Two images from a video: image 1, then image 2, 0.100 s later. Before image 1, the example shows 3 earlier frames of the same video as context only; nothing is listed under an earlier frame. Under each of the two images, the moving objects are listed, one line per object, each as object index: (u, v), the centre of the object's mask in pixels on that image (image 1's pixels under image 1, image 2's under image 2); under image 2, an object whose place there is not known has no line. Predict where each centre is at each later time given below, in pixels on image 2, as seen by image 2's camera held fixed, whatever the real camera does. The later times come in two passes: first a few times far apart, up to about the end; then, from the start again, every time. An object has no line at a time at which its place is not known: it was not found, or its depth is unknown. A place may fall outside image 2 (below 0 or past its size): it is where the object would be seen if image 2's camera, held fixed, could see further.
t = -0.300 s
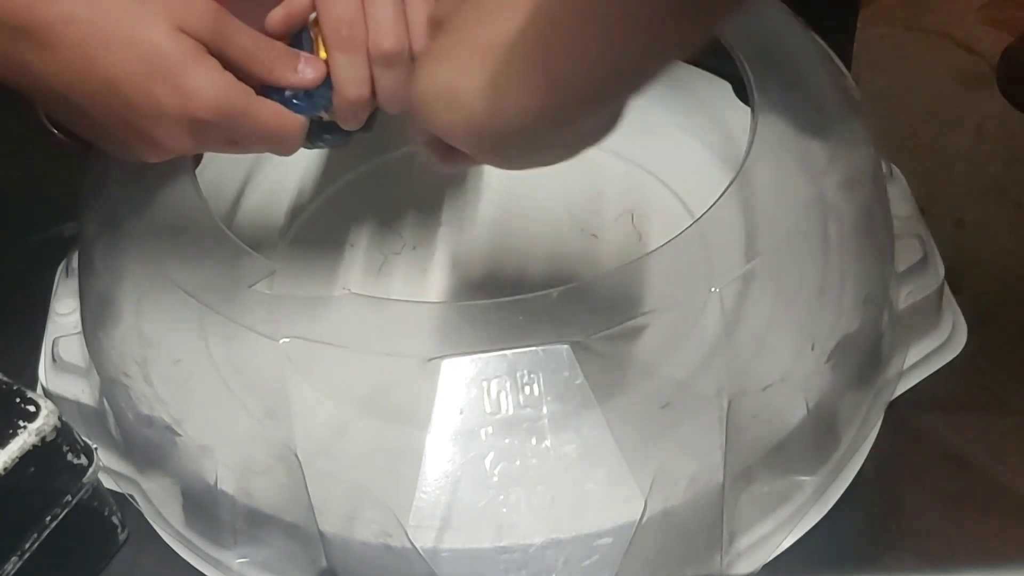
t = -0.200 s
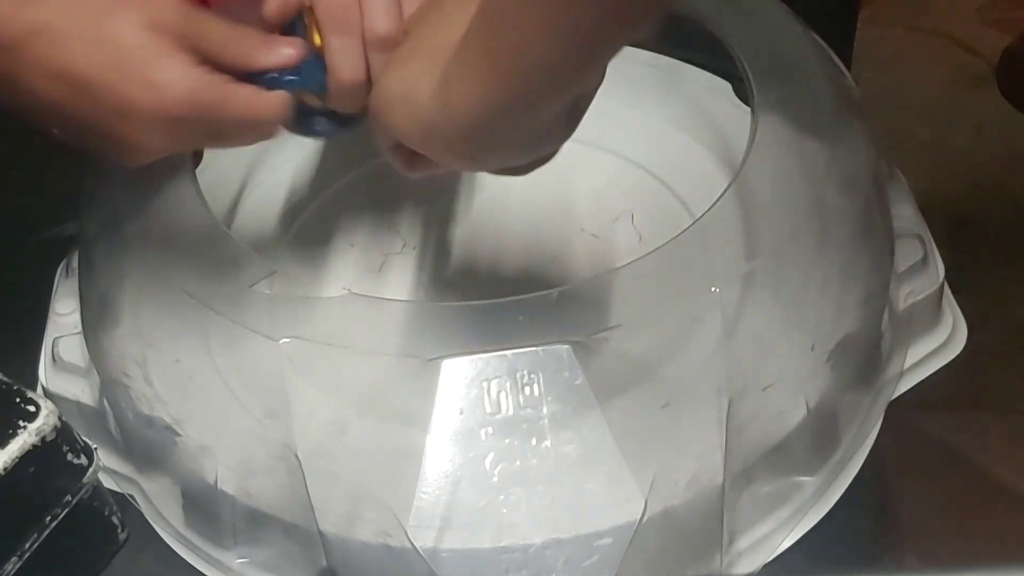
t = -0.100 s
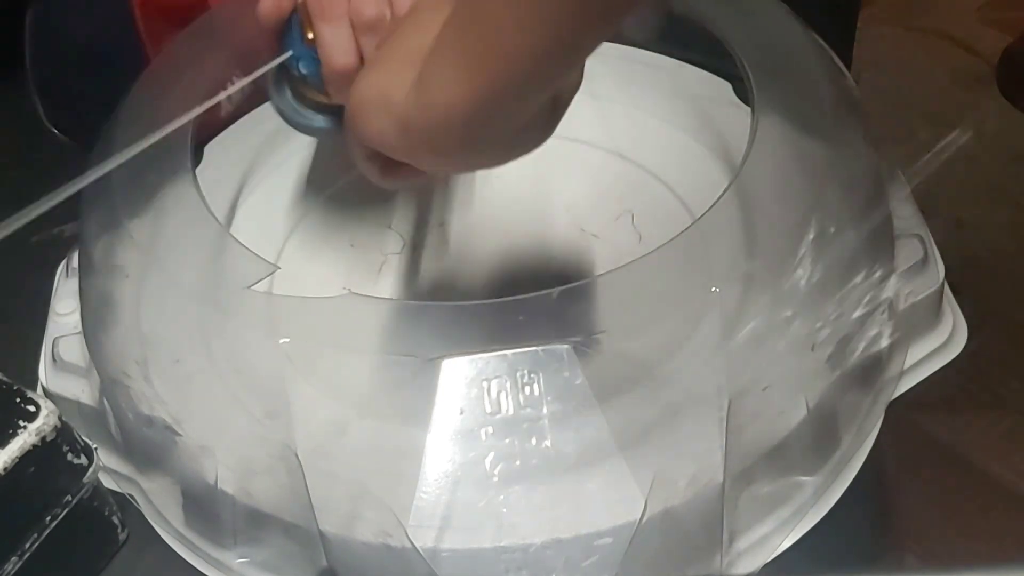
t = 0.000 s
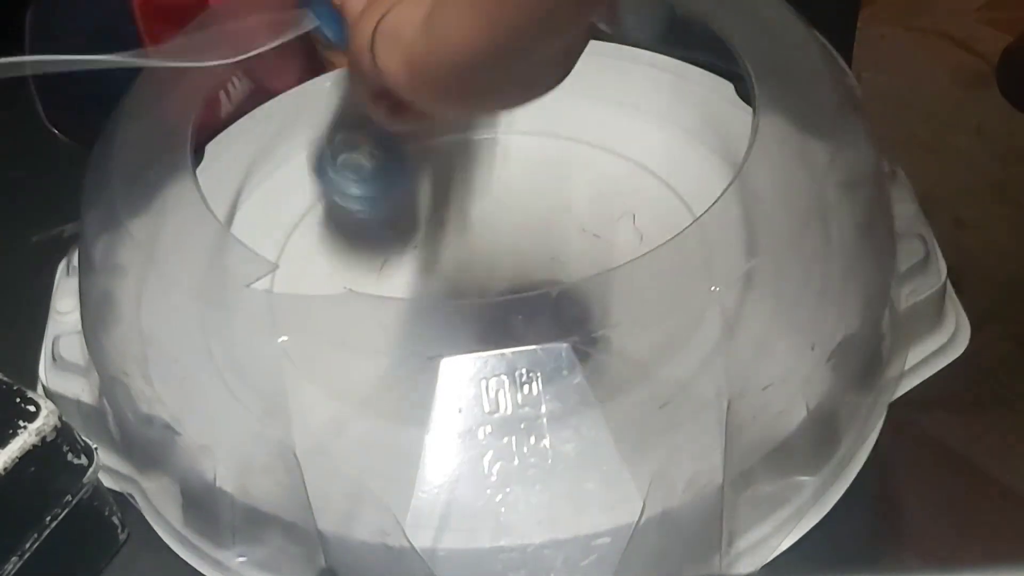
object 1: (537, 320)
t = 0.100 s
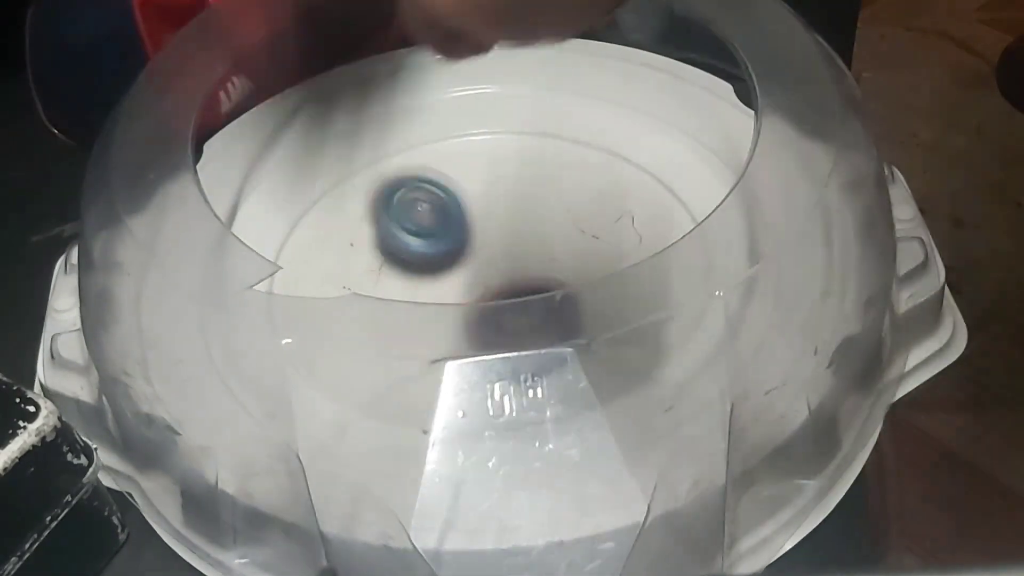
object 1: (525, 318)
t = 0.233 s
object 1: (523, 310)
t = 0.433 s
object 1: (478, 317)
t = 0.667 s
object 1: (503, 321)
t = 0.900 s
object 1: (495, 301)
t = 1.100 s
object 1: (441, 315)
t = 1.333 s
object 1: (491, 319)
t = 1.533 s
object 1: (571, 314)
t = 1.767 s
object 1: (499, 237)
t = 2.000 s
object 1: (312, 247)
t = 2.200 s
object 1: (252, 381)
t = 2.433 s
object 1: (323, 418)
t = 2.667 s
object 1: (490, 319)
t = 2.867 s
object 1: (567, 168)
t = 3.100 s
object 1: (425, 164)
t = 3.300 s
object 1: (295, 334)
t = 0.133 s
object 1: (525, 316)
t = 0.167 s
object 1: (525, 312)
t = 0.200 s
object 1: (525, 310)
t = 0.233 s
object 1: (523, 310)
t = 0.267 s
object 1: (519, 309)
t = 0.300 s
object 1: (512, 309)
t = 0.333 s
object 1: (504, 310)
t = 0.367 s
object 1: (494, 313)
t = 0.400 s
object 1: (485, 315)
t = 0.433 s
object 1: (478, 317)
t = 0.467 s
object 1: (474, 319)
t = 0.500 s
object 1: (473, 322)
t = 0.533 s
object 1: (475, 323)
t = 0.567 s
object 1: (479, 323)
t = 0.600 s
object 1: (486, 324)
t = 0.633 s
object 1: (494, 323)
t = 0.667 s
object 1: (503, 321)
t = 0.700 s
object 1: (511, 319)
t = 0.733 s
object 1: (518, 314)
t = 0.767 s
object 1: (522, 310)
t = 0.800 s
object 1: (520, 306)
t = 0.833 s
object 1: (515, 304)
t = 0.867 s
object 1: (505, 302)
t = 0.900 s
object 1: (495, 301)
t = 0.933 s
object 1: (484, 303)
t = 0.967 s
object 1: (473, 304)
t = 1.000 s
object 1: (463, 306)
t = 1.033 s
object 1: (454, 309)
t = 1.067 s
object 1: (446, 312)
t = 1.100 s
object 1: (441, 315)
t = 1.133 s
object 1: (439, 322)
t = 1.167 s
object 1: (442, 320)
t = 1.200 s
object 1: (446, 325)
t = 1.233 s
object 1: (455, 324)
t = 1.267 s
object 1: (466, 324)
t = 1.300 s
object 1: (478, 322)
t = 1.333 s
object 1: (491, 319)
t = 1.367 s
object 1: (502, 316)
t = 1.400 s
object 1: (517, 316)
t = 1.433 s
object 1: (543, 323)
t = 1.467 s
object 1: (562, 328)
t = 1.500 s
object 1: (572, 327)
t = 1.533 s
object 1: (571, 314)
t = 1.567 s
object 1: (571, 306)
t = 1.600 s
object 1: (572, 298)
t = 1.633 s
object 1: (563, 268)
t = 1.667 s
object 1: (556, 262)
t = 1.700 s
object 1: (543, 255)
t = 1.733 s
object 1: (523, 247)
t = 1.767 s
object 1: (499, 237)
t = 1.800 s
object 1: (471, 227)
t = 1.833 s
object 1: (443, 221)
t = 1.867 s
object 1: (415, 218)
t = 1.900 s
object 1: (388, 220)
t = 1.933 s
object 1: (362, 225)
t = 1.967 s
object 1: (337, 233)
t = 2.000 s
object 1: (312, 247)
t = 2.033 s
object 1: (284, 257)
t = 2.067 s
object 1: (268, 273)
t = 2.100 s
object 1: (268, 313)
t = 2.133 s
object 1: (262, 337)
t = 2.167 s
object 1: (256, 359)
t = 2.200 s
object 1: (252, 381)
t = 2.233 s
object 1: (257, 398)
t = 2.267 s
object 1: (263, 417)
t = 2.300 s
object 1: (272, 434)
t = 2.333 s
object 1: (275, 442)
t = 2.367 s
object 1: (298, 434)
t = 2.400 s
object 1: (306, 427)
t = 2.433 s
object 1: (323, 418)
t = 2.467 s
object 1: (352, 404)
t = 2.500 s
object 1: (360, 397)
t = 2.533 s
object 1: (378, 382)
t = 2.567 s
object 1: (393, 375)
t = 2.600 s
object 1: (416, 362)
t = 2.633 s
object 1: (449, 340)
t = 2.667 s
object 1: (490, 319)
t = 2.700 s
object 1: (520, 303)
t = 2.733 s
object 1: (541, 266)
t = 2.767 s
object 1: (560, 249)
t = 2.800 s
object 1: (570, 222)
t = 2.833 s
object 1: (571, 194)
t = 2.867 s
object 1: (567, 168)
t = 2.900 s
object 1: (557, 145)
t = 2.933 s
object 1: (544, 127)
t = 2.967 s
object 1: (525, 118)
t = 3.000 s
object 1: (504, 123)
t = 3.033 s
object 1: (480, 130)
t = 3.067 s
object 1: (454, 145)
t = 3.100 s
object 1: (425, 164)
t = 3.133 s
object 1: (398, 186)
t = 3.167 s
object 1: (368, 211)
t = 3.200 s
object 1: (339, 237)
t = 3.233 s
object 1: (313, 260)
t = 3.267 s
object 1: (294, 301)
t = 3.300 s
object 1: (295, 334)
